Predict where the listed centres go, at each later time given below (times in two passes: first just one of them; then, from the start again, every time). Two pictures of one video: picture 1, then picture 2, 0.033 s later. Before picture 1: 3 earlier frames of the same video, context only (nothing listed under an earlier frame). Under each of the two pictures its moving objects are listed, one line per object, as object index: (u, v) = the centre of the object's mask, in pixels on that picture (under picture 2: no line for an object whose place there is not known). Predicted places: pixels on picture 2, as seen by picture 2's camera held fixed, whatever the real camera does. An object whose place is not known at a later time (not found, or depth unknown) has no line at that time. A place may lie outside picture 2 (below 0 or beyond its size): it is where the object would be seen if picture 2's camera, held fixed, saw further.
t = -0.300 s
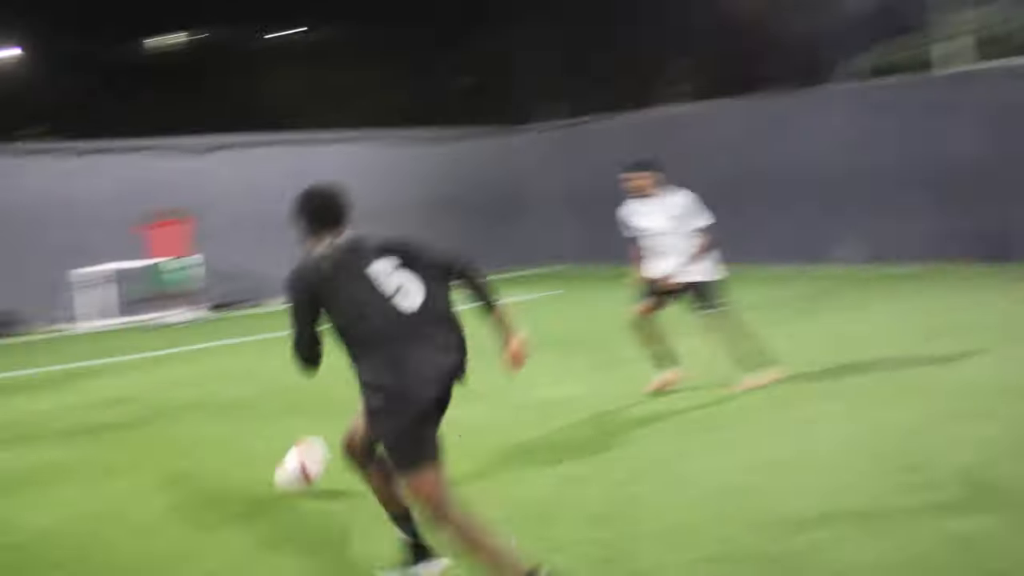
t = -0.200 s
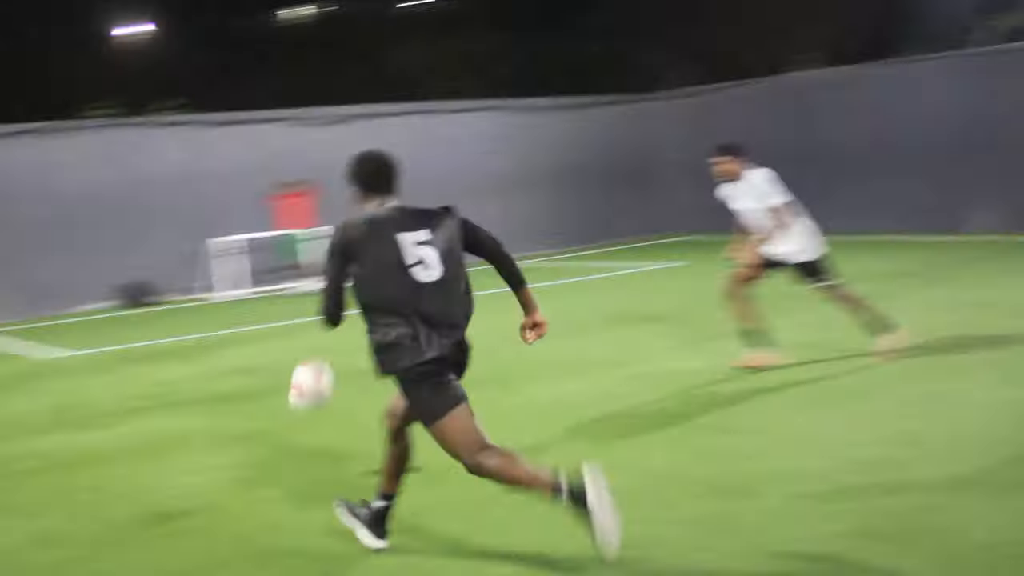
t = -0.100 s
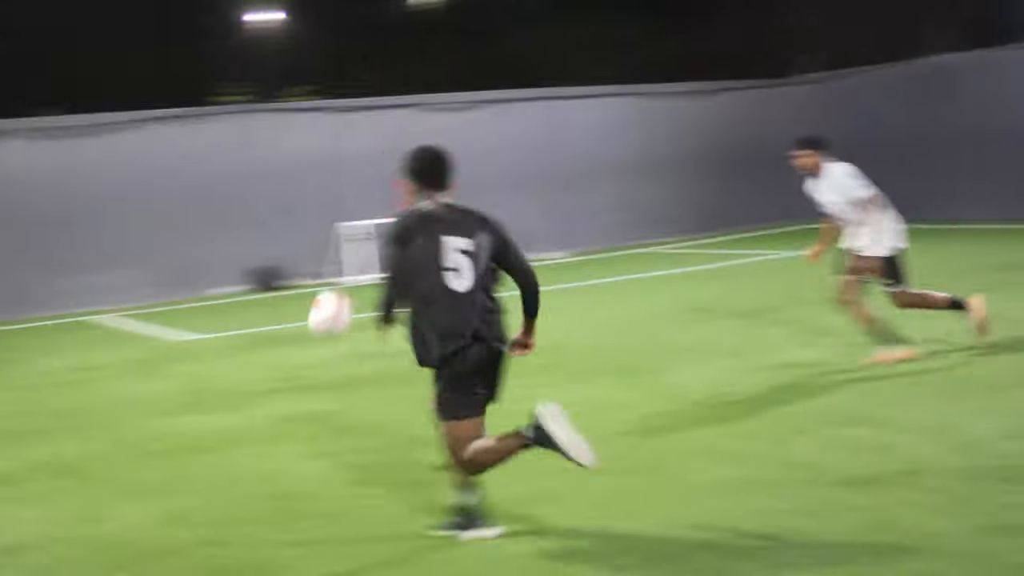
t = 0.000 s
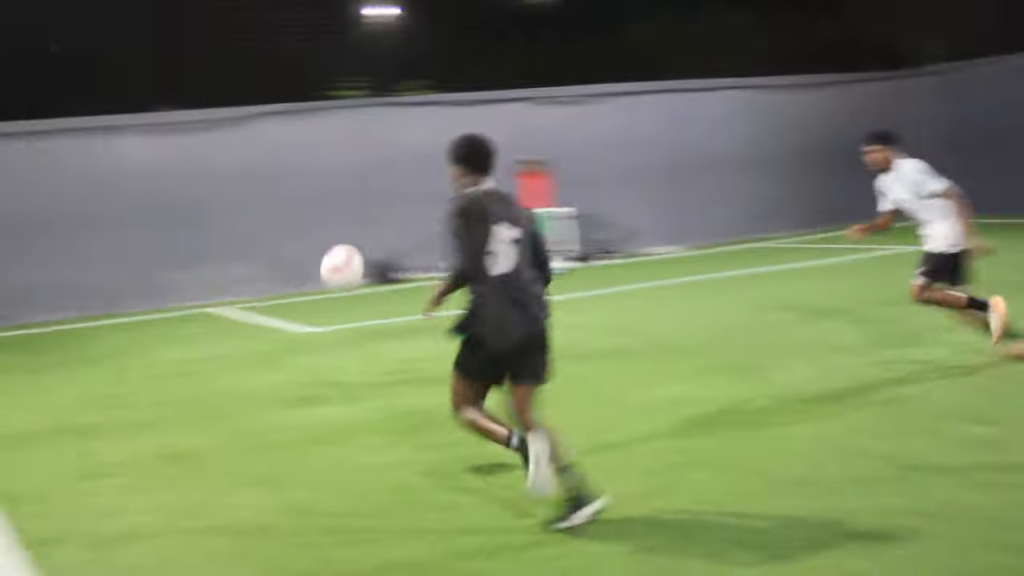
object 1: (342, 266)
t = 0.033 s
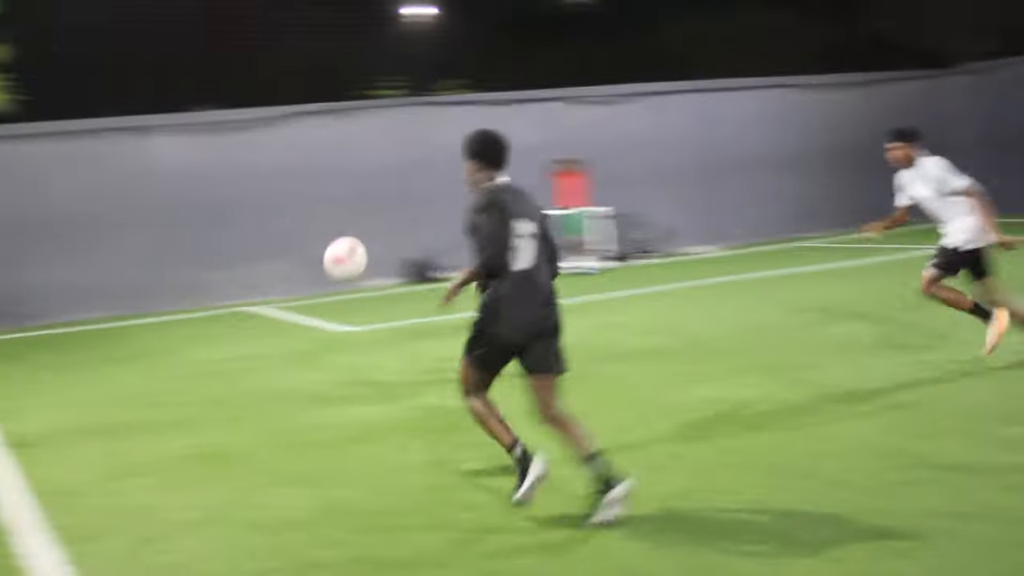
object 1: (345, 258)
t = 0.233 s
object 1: (155, 247)
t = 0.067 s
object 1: (312, 252)
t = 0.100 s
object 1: (279, 247)
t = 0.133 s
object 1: (247, 245)
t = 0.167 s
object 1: (216, 243)
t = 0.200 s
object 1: (185, 245)
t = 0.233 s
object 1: (155, 247)
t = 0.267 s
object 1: (125, 254)
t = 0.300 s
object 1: (97, 262)
